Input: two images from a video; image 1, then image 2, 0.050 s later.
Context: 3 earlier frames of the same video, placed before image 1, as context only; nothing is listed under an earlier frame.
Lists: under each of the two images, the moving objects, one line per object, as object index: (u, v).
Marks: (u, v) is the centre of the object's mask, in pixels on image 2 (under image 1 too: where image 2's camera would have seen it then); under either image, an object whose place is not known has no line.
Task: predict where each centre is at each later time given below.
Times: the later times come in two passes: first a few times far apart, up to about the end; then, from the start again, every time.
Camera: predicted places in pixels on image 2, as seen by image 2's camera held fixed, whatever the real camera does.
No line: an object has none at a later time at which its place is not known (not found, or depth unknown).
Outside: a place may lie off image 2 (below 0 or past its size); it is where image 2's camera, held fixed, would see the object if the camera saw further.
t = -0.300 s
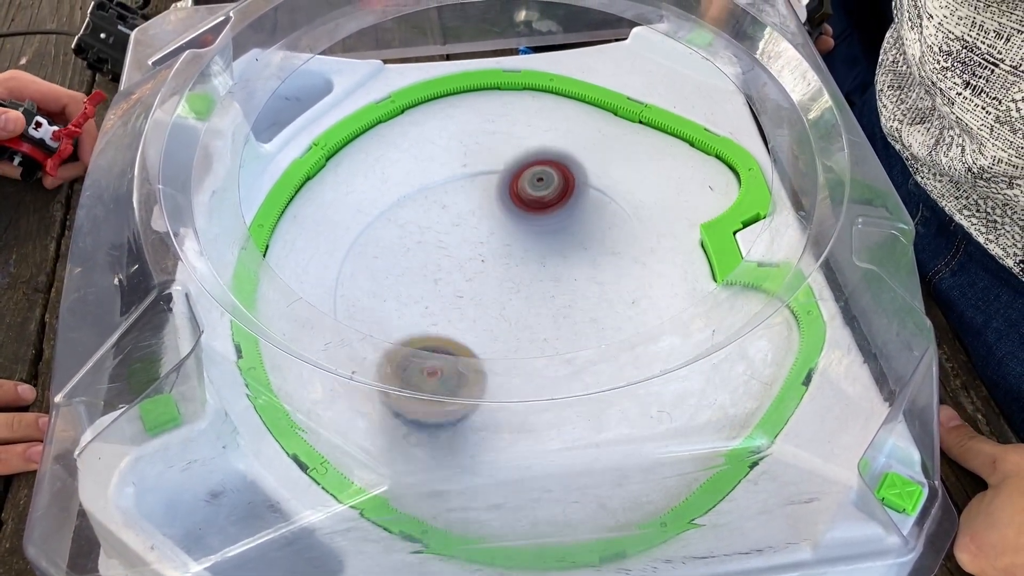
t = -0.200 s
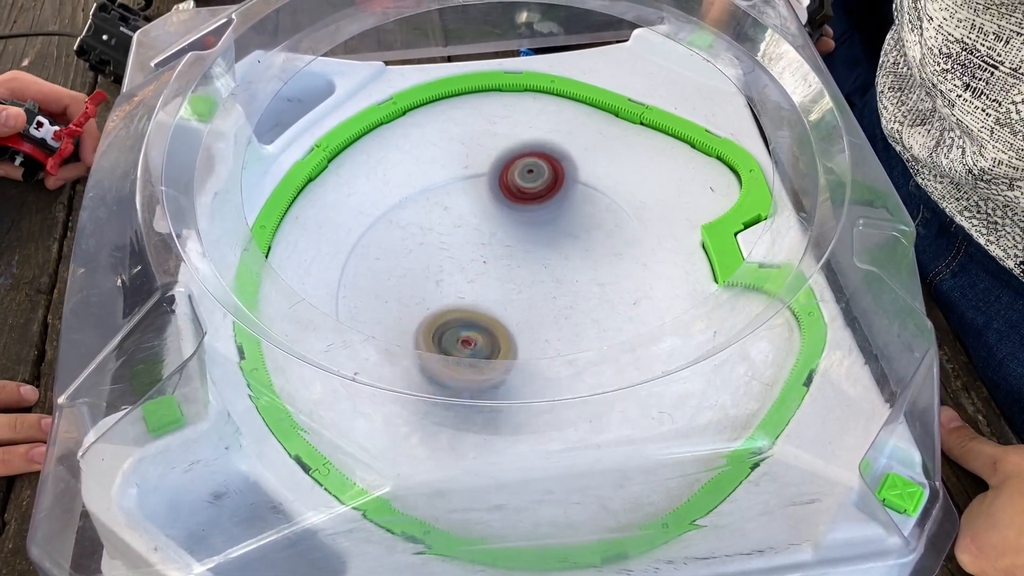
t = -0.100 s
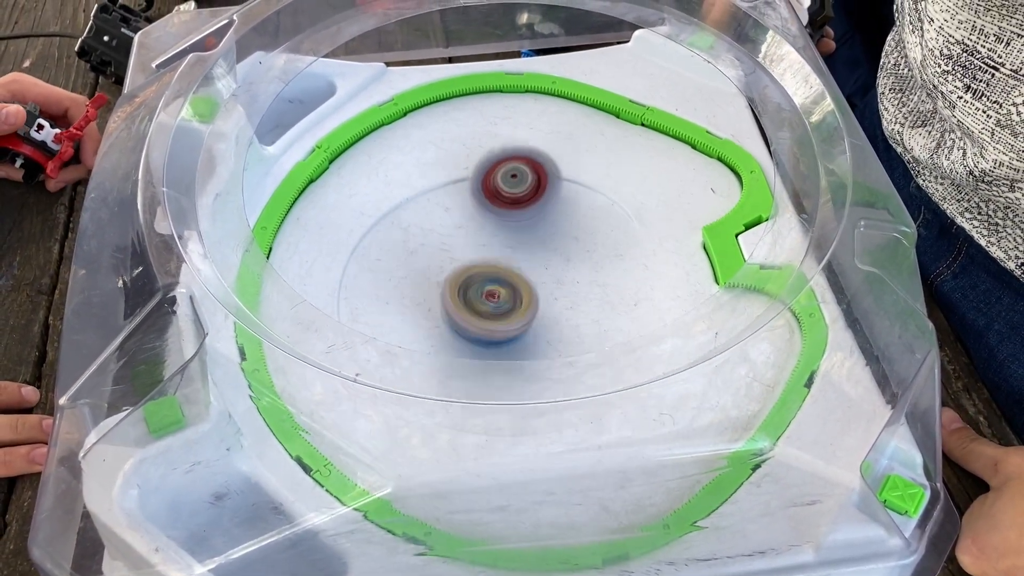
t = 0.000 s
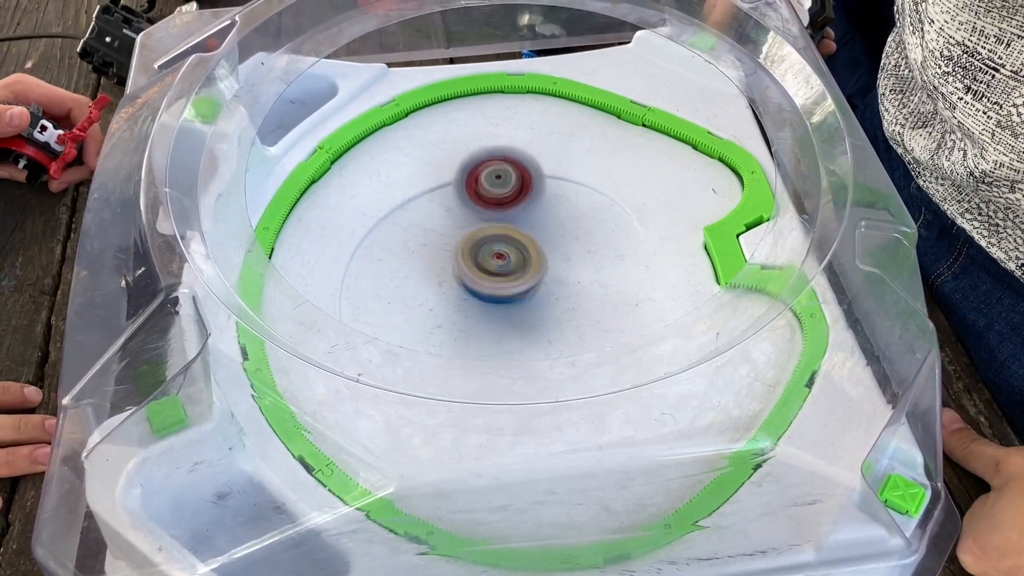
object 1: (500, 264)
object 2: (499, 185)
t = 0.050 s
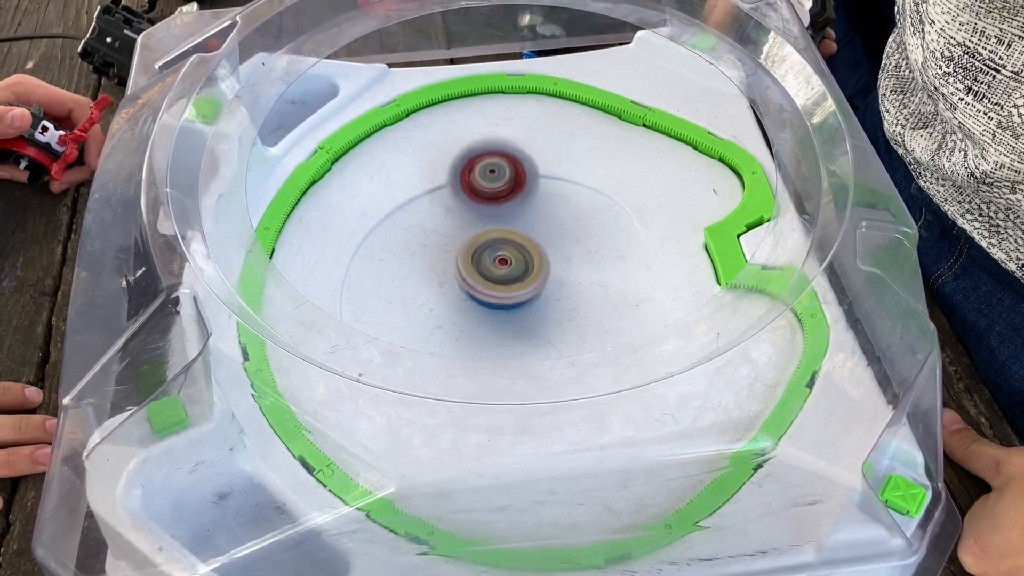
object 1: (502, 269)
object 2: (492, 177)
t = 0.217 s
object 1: (503, 273)
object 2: (487, 189)
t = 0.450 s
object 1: (542, 303)
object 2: (480, 209)
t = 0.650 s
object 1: (607, 297)
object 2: (469, 252)
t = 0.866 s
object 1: (582, 256)
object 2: (438, 297)
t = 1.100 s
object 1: (503, 255)
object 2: (415, 309)
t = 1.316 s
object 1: (496, 216)
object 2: (436, 328)
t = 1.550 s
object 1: (473, 227)
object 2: (505, 335)
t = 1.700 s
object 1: (486, 261)
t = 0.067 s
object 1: (502, 267)
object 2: (491, 178)
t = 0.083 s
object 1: (504, 269)
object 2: (490, 178)
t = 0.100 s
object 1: (503, 268)
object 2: (490, 177)
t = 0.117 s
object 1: (504, 270)
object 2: (489, 177)
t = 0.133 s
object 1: (503, 270)
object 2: (489, 178)
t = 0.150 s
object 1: (504, 271)
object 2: (489, 178)
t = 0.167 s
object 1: (502, 270)
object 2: (489, 180)
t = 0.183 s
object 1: (504, 272)
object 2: (488, 183)
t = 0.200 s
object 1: (501, 272)
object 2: (488, 186)
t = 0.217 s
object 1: (503, 273)
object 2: (487, 189)
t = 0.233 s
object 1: (501, 273)
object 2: (488, 193)
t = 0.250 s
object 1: (502, 272)
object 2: (487, 196)
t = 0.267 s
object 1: (500, 273)
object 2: (487, 199)
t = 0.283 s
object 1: (501, 274)
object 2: (486, 200)
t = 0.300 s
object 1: (503, 281)
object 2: (485, 200)
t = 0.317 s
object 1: (505, 284)
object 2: (483, 200)
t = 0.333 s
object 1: (508, 288)
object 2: (483, 201)
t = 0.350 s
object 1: (511, 292)
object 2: (482, 200)
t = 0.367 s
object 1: (516, 294)
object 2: (481, 201)
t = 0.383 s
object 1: (519, 297)
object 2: (481, 202)
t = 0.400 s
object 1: (525, 298)
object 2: (480, 203)
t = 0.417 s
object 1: (530, 300)
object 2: (480, 205)
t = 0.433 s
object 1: (536, 302)
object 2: (480, 207)
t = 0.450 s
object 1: (542, 303)
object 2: (480, 209)
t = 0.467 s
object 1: (548, 304)
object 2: (479, 213)
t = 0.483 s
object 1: (554, 306)
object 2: (479, 215)
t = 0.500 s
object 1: (560, 306)
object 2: (479, 218)
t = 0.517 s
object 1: (566, 307)
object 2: (479, 221)
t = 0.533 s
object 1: (571, 307)
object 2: (478, 225)
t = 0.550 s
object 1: (577, 307)
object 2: (478, 229)
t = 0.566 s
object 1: (583, 306)
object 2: (477, 232)
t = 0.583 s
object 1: (589, 305)
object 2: (476, 237)
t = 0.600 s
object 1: (594, 304)
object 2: (474, 240)
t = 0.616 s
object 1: (600, 302)
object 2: (472, 244)
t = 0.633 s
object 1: (604, 300)
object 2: (470, 248)
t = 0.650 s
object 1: (607, 297)
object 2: (469, 252)
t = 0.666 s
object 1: (610, 295)
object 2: (468, 256)
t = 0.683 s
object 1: (613, 291)
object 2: (467, 260)
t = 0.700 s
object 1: (615, 287)
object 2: (465, 264)
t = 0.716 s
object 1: (615, 282)
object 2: (463, 268)
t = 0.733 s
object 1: (615, 278)
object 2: (460, 273)
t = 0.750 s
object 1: (613, 275)
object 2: (458, 276)
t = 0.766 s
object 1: (611, 271)
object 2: (455, 280)
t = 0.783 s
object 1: (608, 268)
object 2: (453, 283)
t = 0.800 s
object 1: (604, 264)
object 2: (449, 287)
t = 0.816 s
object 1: (599, 261)
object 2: (446, 290)
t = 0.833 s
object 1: (594, 259)
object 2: (444, 292)
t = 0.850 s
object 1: (588, 257)
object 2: (441, 295)
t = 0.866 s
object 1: (582, 256)
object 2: (438, 297)
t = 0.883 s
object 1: (577, 254)
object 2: (435, 299)
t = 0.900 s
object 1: (570, 253)
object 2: (433, 302)
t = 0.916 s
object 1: (564, 252)
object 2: (429, 307)
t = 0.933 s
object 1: (558, 252)
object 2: (427, 308)
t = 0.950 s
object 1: (551, 252)
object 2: (424, 309)
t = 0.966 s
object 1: (544, 252)
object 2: (423, 309)
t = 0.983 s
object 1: (537, 252)
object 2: (421, 310)
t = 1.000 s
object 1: (531, 253)
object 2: (419, 309)
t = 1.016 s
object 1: (525, 254)
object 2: (418, 310)
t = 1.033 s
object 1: (519, 255)
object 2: (418, 308)
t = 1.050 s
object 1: (512, 256)
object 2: (418, 308)
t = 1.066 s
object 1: (507, 258)
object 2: (418, 308)
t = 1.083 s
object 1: (503, 258)
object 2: (420, 310)
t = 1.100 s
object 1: (503, 255)
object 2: (415, 309)
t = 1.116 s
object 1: (504, 251)
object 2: (416, 314)
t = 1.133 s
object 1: (506, 249)
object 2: (415, 316)
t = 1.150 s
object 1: (507, 244)
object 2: (416, 317)
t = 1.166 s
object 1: (509, 242)
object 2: (417, 319)
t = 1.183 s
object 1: (508, 238)
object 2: (418, 320)
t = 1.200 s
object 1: (508, 236)
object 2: (419, 322)
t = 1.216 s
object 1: (507, 233)
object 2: (421, 324)
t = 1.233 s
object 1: (506, 230)
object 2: (423, 324)
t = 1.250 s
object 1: (504, 227)
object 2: (425, 325)
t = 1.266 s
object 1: (503, 223)
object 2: (429, 326)
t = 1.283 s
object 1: (500, 221)
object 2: (432, 327)
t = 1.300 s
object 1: (498, 218)
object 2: (434, 328)
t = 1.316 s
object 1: (496, 216)
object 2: (436, 328)
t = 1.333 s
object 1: (494, 214)
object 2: (440, 328)
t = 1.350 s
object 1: (492, 213)
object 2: (445, 329)
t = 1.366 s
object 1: (489, 212)
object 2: (450, 330)
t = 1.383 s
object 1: (487, 212)
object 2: (454, 331)
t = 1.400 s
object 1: (484, 212)
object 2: (456, 331)
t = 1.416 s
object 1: (483, 212)
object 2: (460, 331)
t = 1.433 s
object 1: (480, 214)
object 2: (466, 331)
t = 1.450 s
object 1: (479, 214)
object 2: (472, 331)
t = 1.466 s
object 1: (478, 217)
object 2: (478, 332)
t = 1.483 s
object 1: (476, 218)
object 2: (482, 333)
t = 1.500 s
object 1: (476, 220)
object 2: (485, 333)
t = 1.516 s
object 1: (474, 222)
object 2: (492, 333)
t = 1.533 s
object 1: (475, 223)
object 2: (498, 334)
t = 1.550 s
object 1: (473, 227)
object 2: (505, 335)
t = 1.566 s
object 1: (474, 230)
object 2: (510, 335)
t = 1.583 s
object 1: (474, 233)
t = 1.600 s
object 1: (474, 236)
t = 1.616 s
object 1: (476, 241)
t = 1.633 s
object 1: (477, 244)
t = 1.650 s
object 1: (480, 248)
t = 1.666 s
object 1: (481, 253)
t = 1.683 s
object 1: (485, 257)
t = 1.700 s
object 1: (486, 261)
